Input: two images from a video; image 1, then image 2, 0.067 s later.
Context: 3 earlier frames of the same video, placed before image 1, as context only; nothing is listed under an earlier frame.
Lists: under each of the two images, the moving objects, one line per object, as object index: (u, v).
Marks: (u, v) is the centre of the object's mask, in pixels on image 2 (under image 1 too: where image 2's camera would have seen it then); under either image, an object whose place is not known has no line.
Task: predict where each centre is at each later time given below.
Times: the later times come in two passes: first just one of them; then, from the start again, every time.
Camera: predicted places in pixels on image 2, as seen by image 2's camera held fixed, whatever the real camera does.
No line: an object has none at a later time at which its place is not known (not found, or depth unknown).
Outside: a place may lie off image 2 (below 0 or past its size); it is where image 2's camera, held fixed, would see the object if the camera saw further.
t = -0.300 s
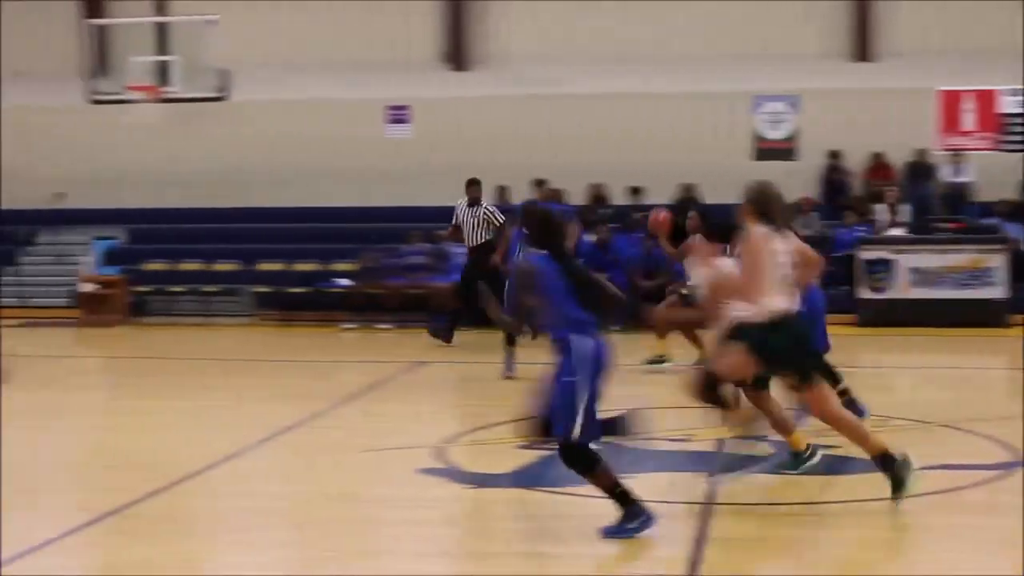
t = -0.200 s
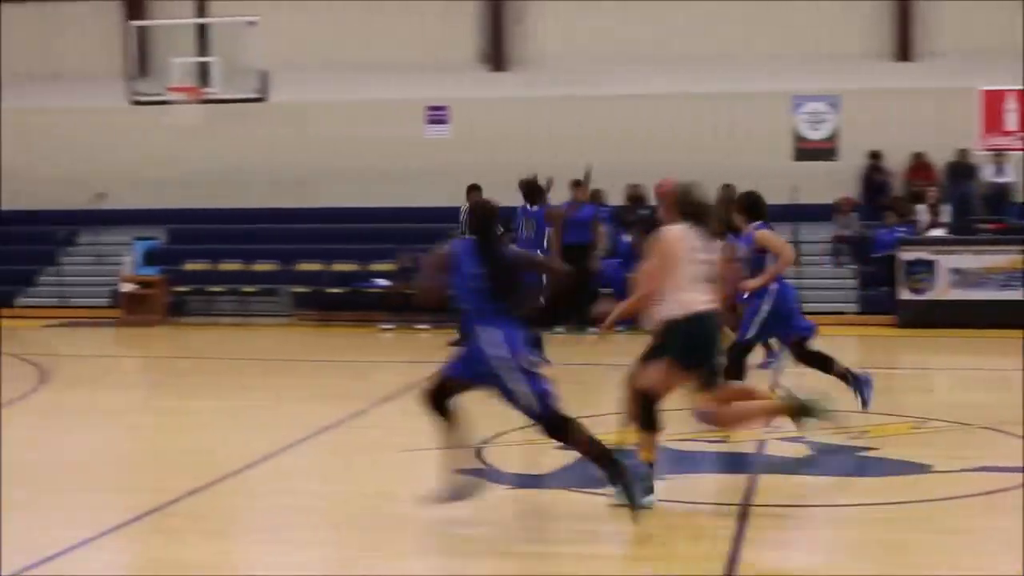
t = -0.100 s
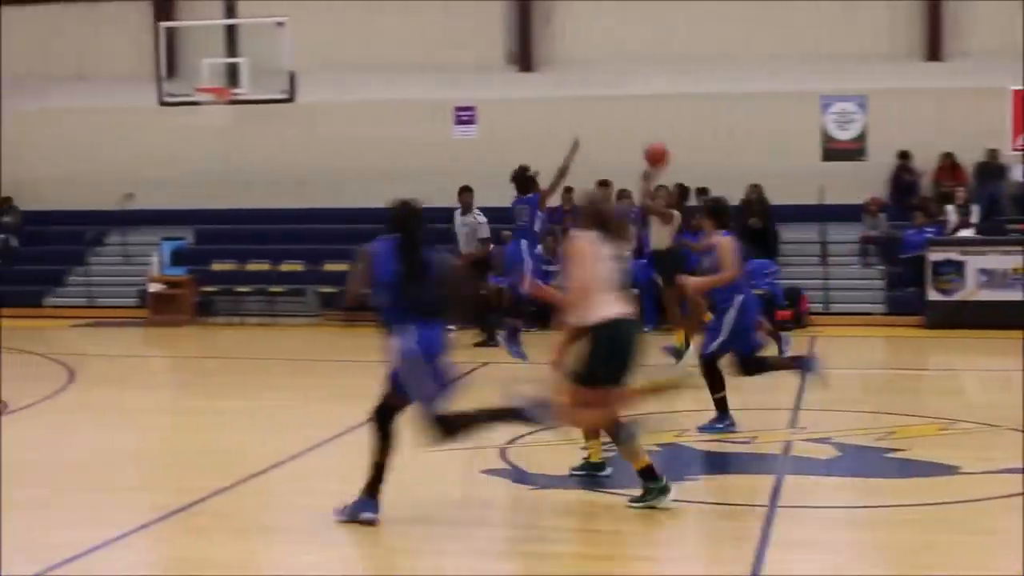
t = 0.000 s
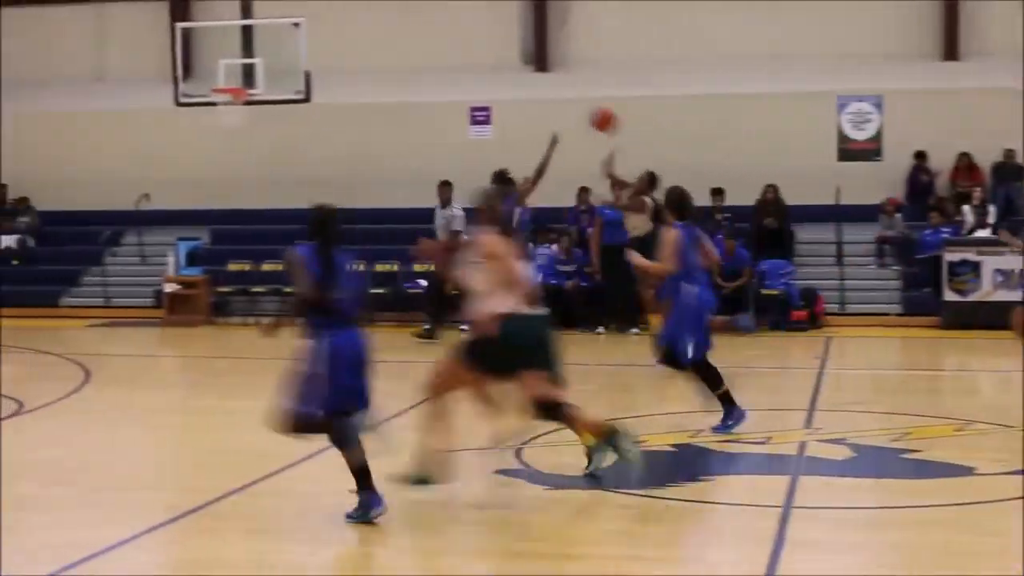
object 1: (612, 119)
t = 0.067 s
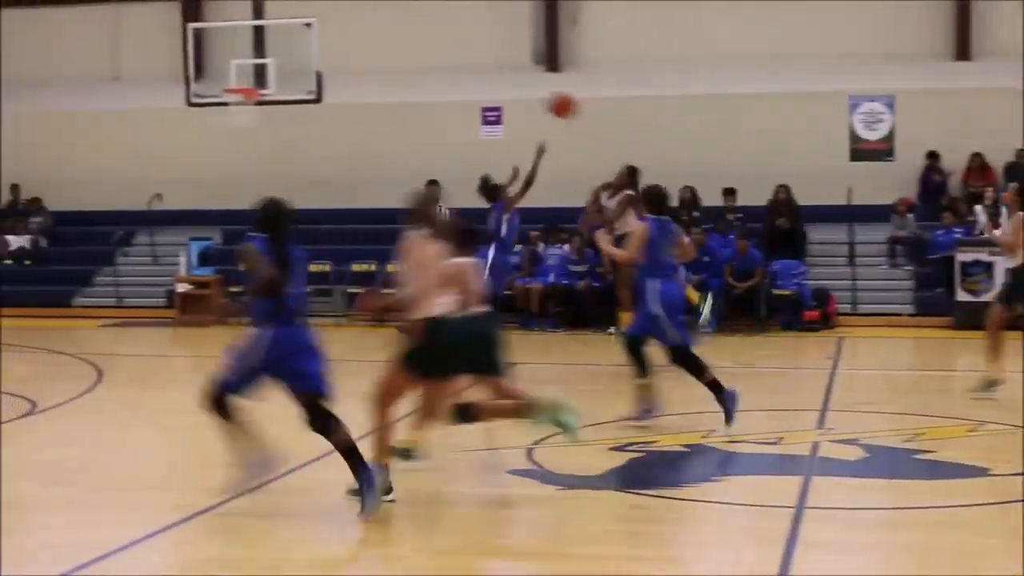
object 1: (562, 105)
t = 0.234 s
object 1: (429, 89)
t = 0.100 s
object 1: (535, 98)
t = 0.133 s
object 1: (510, 94)
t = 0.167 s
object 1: (485, 91)
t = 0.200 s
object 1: (457, 89)
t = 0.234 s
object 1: (429, 89)
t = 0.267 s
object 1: (399, 89)
